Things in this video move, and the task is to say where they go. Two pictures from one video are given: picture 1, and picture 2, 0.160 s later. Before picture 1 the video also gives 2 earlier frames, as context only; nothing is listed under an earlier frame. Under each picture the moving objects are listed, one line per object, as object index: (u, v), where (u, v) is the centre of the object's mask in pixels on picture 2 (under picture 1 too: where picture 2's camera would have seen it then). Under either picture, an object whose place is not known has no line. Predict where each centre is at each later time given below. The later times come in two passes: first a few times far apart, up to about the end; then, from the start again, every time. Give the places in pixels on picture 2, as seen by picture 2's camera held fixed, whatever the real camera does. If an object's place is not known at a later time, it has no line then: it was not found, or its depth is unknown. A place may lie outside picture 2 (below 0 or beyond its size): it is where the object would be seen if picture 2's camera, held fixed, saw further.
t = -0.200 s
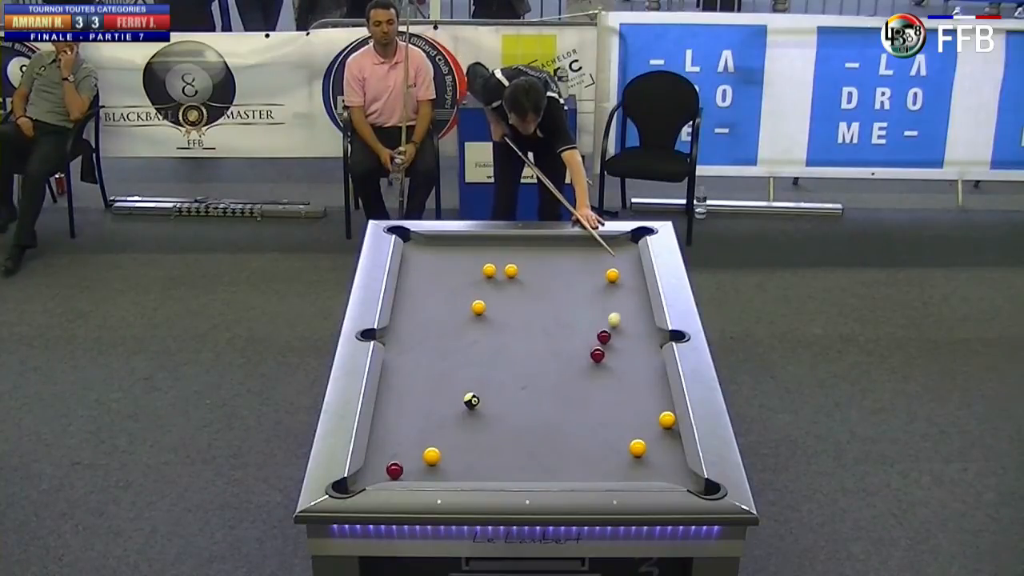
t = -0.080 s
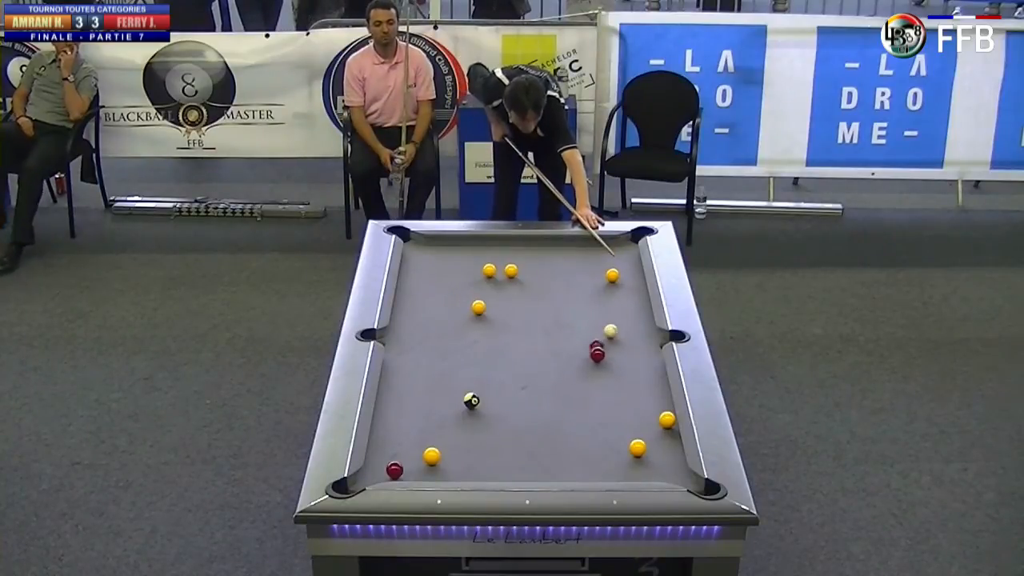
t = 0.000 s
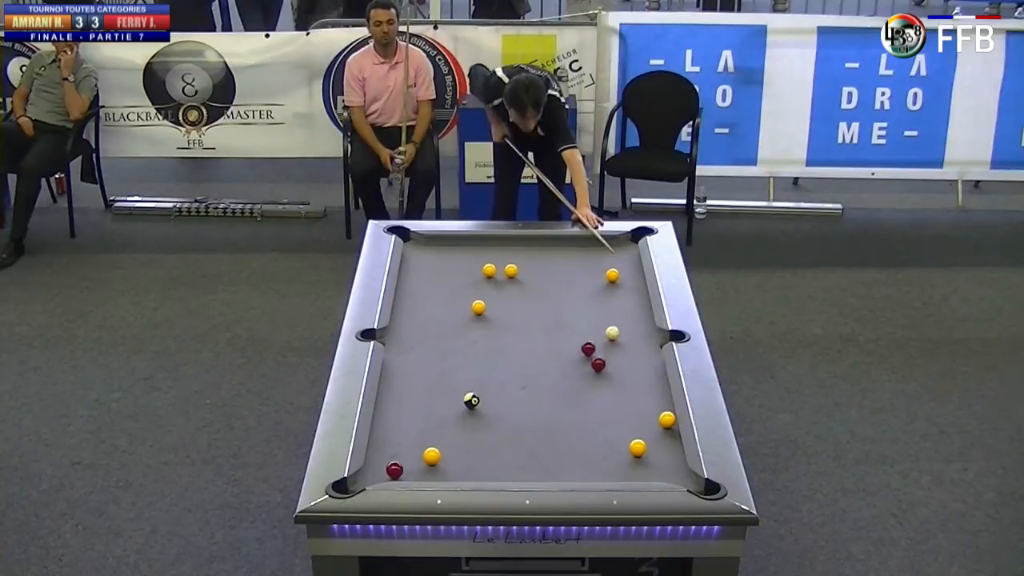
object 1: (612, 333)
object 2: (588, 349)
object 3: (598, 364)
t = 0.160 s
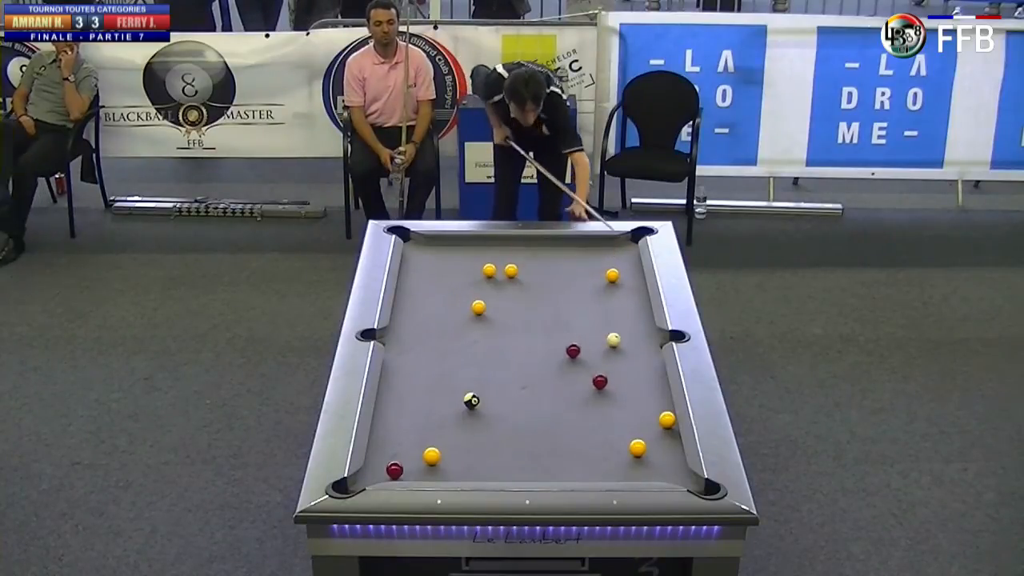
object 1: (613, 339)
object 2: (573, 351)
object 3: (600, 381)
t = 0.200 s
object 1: (613, 341)
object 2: (569, 351)
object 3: (600, 386)
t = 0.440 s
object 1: (615, 351)
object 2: (548, 353)
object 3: (602, 411)
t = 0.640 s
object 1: (616, 359)
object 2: (531, 355)
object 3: (604, 432)
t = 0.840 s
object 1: (617, 366)
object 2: (516, 357)
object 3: (606, 454)
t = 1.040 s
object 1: (618, 373)
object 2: (502, 359)
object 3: (607, 475)
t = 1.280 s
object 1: (618, 380)
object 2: (486, 361)
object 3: (605, 468)
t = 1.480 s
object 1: (619, 386)
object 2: (474, 362)
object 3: (603, 456)
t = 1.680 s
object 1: (619, 391)
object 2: (464, 363)
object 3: (601, 445)
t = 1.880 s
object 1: (620, 395)
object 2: (454, 364)
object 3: (599, 434)
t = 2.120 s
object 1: (621, 399)
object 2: (445, 365)
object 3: (598, 423)
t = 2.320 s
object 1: (621, 402)
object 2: (438, 366)
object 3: (596, 416)
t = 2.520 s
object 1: (621, 404)
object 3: (595, 409)
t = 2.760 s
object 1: (621, 405)
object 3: (594, 401)
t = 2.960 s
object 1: (622, 406)
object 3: (593, 396)
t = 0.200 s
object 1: (613, 341)
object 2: (569, 351)
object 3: (600, 386)
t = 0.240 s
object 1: (614, 343)
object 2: (566, 351)
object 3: (600, 390)
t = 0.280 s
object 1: (614, 345)
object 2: (562, 352)
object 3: (601, 394)
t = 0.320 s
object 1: (614, 346)
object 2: (558, 352)
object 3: (601, 398)
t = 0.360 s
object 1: (614, 348)
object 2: (555, 353)
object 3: (601, 402)
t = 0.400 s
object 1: (615, 350)
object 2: (551, 353)
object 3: (602, 406)
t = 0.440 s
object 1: (615, 351)
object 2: (548, 353)
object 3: (602, 411)
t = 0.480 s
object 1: (615, 353)
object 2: (545, 354)
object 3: (602, 415)
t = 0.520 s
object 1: (615, 354)
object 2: (541, 354)
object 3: (603, 419)
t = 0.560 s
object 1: (615, 356)
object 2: (538, 354)
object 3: (603, 424)
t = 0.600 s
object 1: (616, 357)
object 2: (535, 355)
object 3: (603, 428)
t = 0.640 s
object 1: (616, 359)
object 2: (531, 355)
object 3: (604, 432)
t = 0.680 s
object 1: (616, 360)
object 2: (528, 356)
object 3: (604, 437)
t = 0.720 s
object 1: (616, 362)
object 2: (525, 356)
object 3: (604, 441)
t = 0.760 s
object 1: (616, 363)
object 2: (522, 356)
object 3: (605, 445)
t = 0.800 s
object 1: (616, 365)
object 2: (519, 357)
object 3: (605, 450)
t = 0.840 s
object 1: (617, 366)
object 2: (516, 357)
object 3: (606, 454)
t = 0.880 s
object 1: (617, 367)
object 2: (513, 357)
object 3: (606, 458)
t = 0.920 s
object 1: (617, 369)
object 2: (510, 358)
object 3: (606, 463)
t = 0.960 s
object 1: (617, 370)
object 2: (507, 358)
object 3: (606, 468)
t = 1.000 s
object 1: (617, 372)
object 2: (505, 358)
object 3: (607, 472)
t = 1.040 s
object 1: (618, 373)
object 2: (502, 359)
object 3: (607, 475)
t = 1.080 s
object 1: (617, 374)
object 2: (499, 359)
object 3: (608, 477)
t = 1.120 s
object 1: (618, 375)
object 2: (496, 359)
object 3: (607, 476)
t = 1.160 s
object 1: (618, 377)
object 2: (494, 360)
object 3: (606, 474)
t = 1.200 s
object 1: (618, 378)
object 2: (491, 360)
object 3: (606, 473)
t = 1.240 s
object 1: (618, 379)
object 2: (489, 360)
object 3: (606, 471)
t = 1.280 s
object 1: (618, 380)
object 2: (486, 361)
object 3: (605, 468)
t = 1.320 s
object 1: (618, 381)
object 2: (484, 361)
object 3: (605, 465)
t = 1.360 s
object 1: (618, 383)
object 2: (481, 361)
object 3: (604, 463)
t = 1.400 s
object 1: (619, 384)
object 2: (479, 361)
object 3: (604, 460)
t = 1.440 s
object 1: (618, 385)
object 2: (477, 362)
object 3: (603, 458)
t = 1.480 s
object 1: (619, 386)
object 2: (474, 362)
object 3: (603, 456)
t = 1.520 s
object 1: (619, 387)
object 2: (472, 362)
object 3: (603, 453)
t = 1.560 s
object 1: (619, 388)
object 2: (470, 362)
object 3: (602, 451)
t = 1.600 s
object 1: (619, 389)
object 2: (468, 363)
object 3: (602, 449)
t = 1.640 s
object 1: (619, 390)
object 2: (466, 363)
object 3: (602, 447)
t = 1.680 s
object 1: (619, 391)
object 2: (464, 363)
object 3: (601, 445)
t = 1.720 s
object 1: (620, 392)
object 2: (462, 363)
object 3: (601, 443)
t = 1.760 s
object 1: (620, 393)
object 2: (460, 364)
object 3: (600, 441)
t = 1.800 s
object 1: (620, 393)
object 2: (458, 364)
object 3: (600, 438)
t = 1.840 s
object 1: (620, 394)
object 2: (456, 364)
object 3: (600, 436)
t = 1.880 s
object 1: (620, 395)
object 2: (454, 364)
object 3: (599, 434)
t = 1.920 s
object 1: (620, 396)
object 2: (453, 365)
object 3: (599, 432)
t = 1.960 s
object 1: (620, 396)
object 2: (451, 365)
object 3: (599, 431)
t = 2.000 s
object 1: (620, 397)
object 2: (449, 365)
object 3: (598, 429)
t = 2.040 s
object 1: (621, 398)
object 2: (448, 365)
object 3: (598, 427)
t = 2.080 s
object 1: (620, 399)
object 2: (446, 365)
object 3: (598, 425)
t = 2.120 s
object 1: (621, 399)
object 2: (445, 365)
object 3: (598, 423)
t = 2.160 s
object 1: (621, 400)
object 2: (443, 366)
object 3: (597, 422)
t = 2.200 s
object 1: (621, 400)
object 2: (442, 366)
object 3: (597, 420)
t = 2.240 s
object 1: (621, 401)
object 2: (440, 366)
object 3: (597, 419)
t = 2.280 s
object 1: (621, 401)
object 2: (439, 366)
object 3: (596, 417)
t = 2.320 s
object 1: (621, 402)
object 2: (438, 366)
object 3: (596, 416)
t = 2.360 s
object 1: (621, 403)
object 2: (436, 366)
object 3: (596, 414)
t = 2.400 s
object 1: (621, 403)
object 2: (435, 366)
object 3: (596, 413)
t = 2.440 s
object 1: (621, 403)
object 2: (434, 366)
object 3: (595, 411)
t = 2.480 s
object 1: (621, 404)
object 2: (433, 366)
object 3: (595, 410)
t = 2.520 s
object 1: (621, 404)
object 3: (595, 409)
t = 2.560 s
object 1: (621, 404)
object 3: (595, 408)
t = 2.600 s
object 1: (621, 405)
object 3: (594, 406)
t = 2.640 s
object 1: (621, 405)
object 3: (594, 405)
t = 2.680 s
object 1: (621, 405)
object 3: (594, 404)
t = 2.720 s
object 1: (621, 405)
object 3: (594, 402)
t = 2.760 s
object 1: (621, 405)
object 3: (594, 401)
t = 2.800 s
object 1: (621, 406)
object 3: (594, 400)
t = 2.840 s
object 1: (622, 406)
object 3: (593, 399)
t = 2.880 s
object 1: (622, 406)
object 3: (593, 398)
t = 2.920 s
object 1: (622, 406)
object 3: (593, 397)
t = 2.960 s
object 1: (622, 406)
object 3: (593, 396)
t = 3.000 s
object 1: (621, 406)
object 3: (593, 395)
